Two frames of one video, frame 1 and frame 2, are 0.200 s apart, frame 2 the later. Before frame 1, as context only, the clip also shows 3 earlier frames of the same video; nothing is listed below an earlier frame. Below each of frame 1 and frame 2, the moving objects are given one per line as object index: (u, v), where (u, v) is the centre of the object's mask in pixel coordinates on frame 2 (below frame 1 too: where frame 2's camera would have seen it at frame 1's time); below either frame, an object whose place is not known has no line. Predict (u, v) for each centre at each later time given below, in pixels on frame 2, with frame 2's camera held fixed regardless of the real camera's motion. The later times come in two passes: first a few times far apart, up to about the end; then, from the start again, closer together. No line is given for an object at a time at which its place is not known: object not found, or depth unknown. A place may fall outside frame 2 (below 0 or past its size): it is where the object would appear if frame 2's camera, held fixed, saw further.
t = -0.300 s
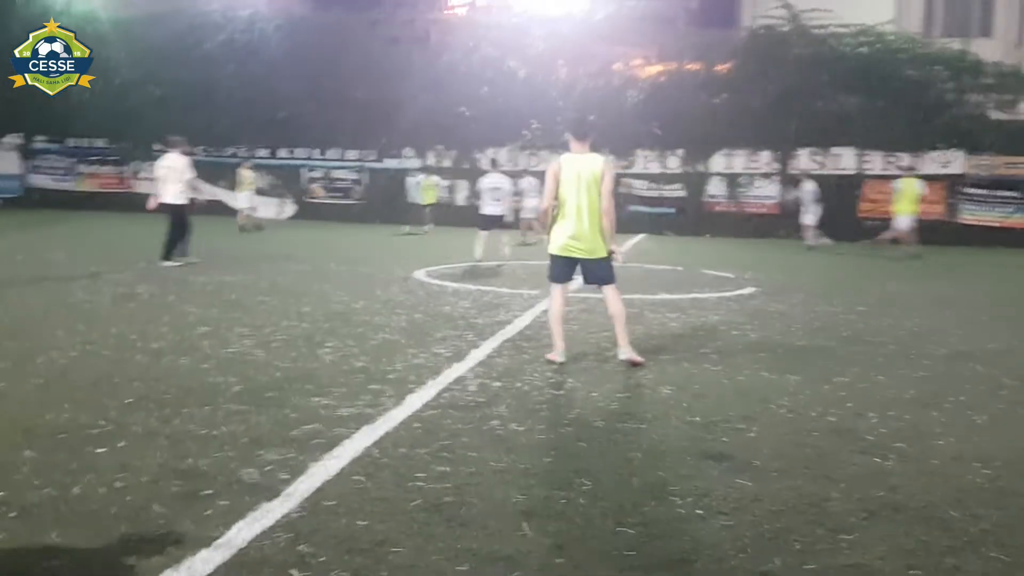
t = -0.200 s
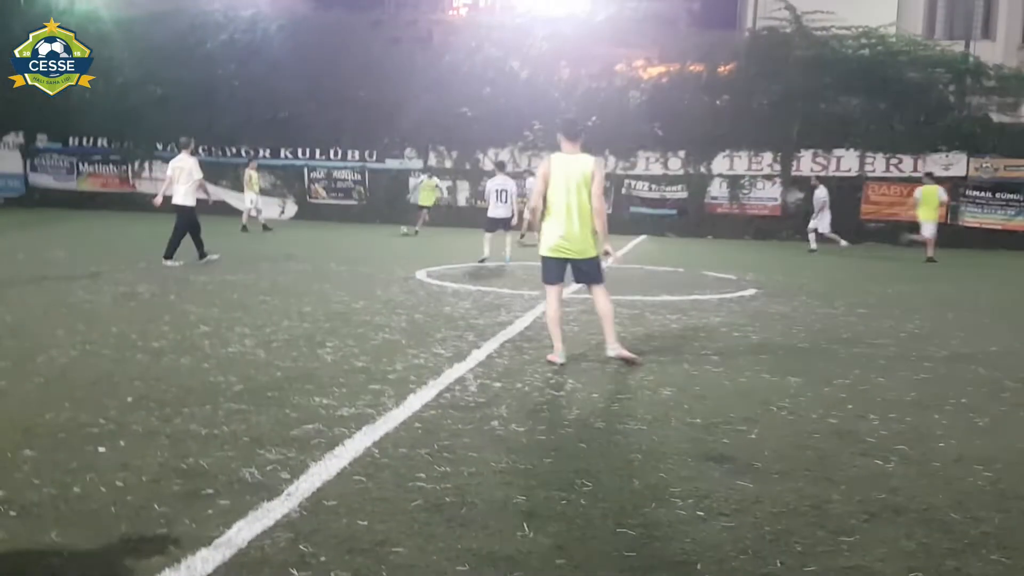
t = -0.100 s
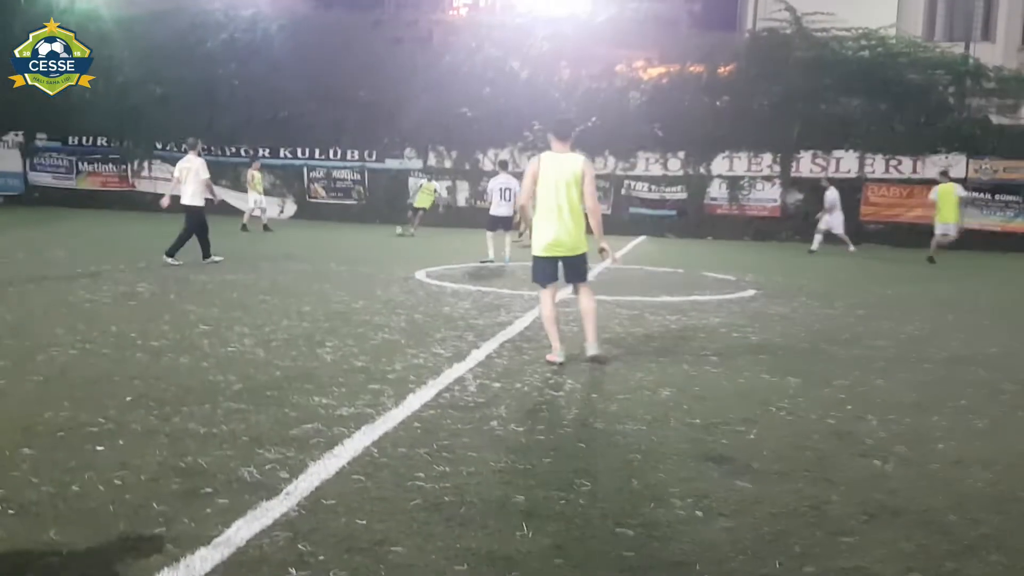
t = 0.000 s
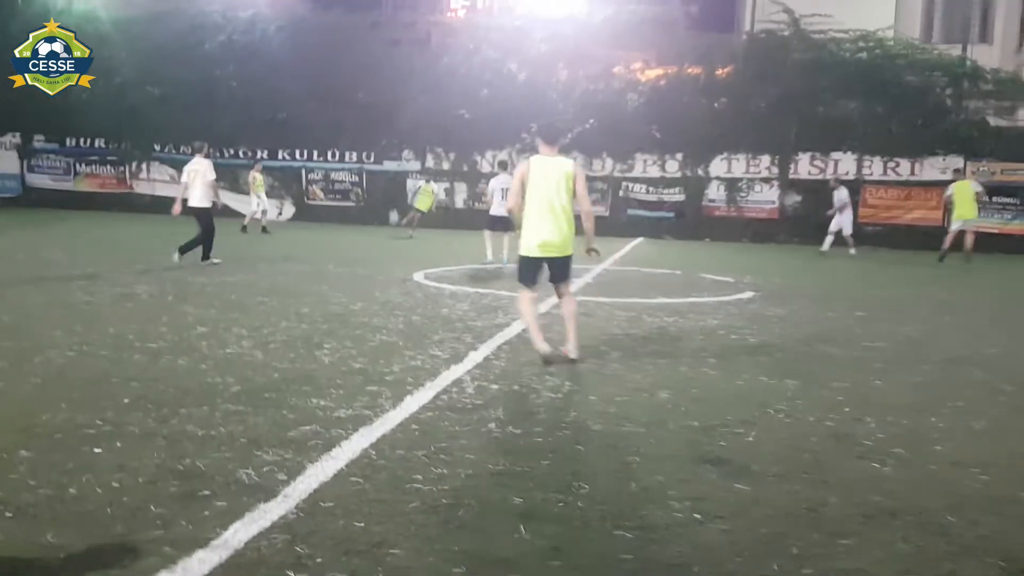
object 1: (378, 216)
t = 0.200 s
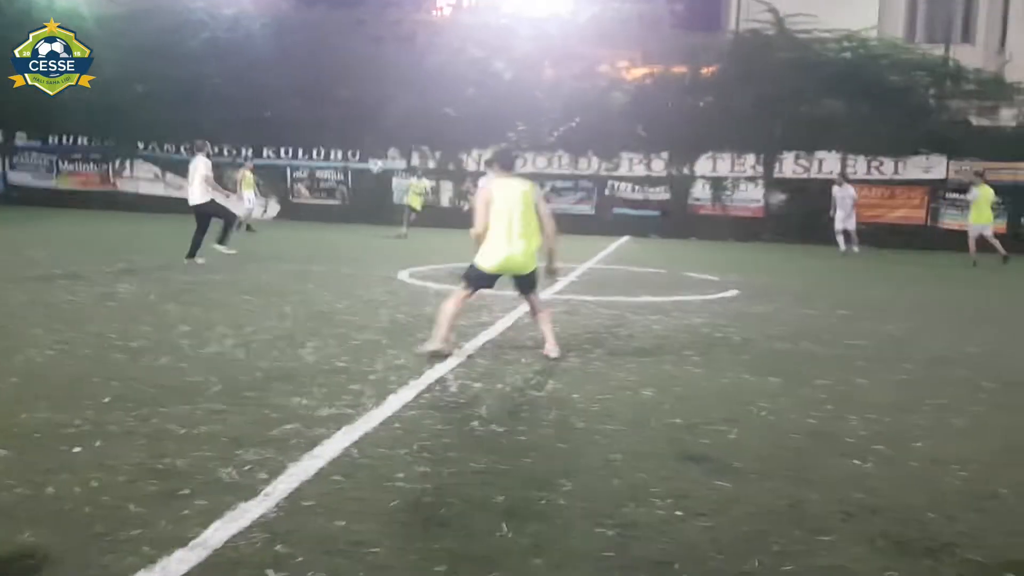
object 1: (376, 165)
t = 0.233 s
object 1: (375, 158)
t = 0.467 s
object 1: (383, 112)
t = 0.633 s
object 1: (396, 89)
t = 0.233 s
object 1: (375, 158)
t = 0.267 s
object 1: (375, 150)
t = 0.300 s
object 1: (377, 144)
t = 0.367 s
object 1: (378, 130)
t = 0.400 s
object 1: (380, 124)
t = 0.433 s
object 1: (382, 118)
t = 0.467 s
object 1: (383, 112)
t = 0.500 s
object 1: (385, 106)
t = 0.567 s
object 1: (391, 96)
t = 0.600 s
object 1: (393, 92)
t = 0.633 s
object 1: (396, 89)
